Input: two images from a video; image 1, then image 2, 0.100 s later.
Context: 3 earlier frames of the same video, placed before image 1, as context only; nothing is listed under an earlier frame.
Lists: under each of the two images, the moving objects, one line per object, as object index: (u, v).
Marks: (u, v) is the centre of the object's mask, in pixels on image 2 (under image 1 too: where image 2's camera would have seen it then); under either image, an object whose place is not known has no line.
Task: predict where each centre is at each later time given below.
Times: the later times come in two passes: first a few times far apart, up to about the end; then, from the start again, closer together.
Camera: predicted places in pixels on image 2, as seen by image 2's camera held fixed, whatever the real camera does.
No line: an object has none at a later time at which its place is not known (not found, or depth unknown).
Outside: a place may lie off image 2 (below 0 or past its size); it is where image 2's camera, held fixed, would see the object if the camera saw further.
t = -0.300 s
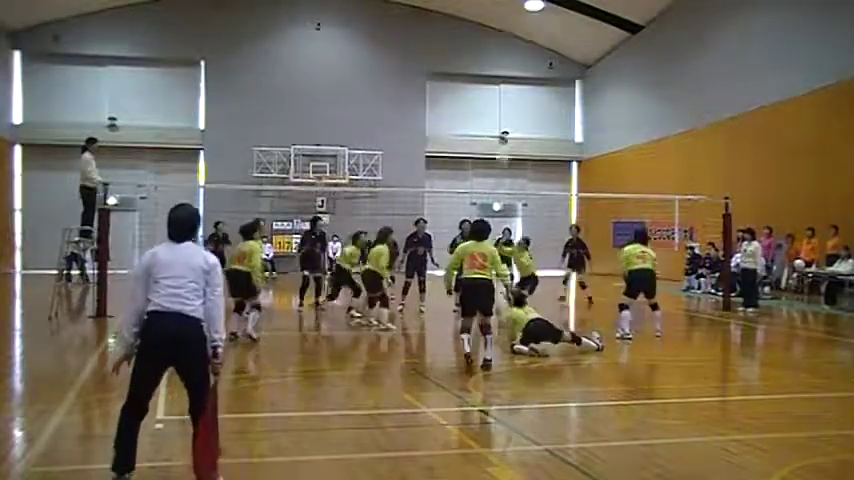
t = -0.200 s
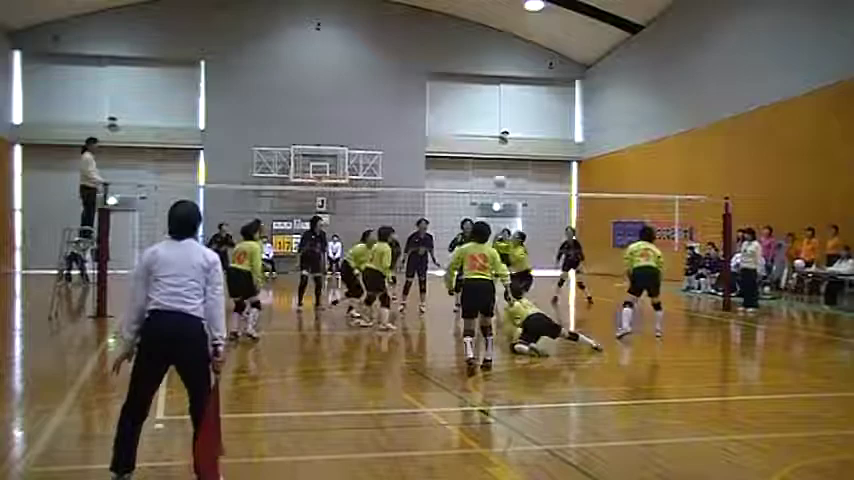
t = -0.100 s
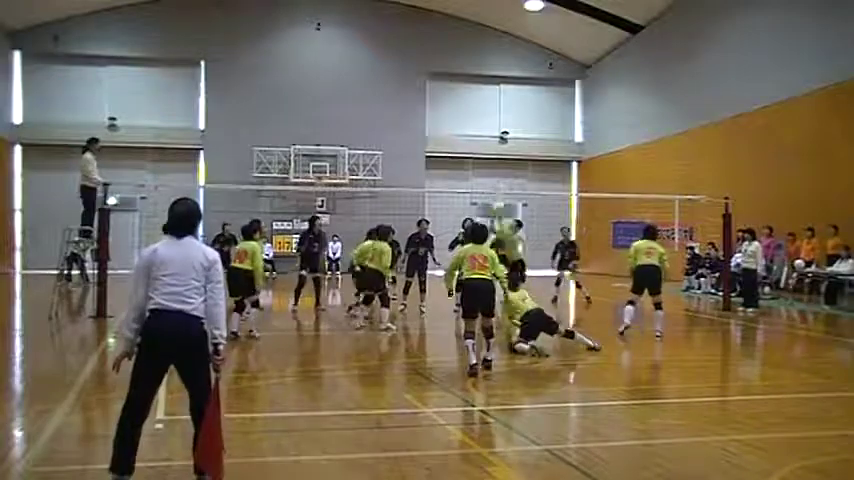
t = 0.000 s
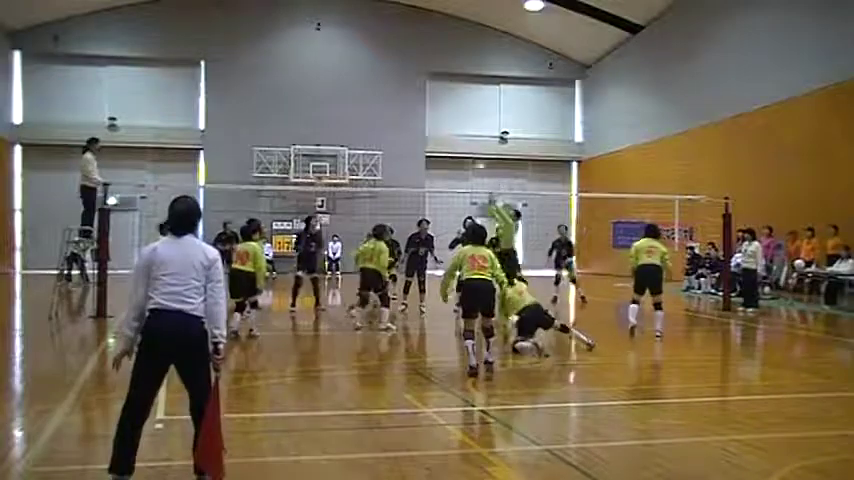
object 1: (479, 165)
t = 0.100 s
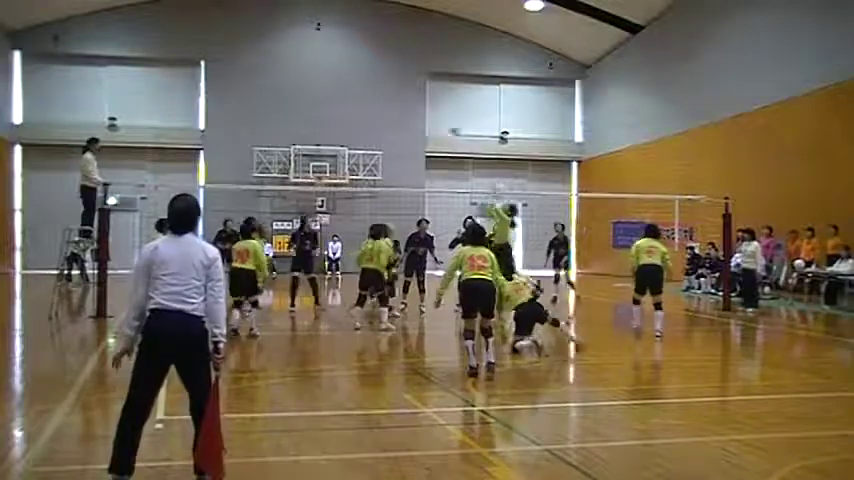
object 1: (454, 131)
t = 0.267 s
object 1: (416, 73)
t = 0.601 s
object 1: (339, 23)
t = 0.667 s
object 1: (323, 23)
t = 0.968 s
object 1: (258, 56)
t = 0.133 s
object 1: (443, 121)
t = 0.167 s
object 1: (439, 103)
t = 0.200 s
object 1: (430, 91)
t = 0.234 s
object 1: (421, 81)
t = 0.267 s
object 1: (416, 73)
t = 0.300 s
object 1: (407, 65)
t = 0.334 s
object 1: (399, 57)
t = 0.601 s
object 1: (339, 23)
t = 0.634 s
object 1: (331, 24)
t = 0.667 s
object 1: (323, 23)
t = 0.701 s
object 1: (314, 24)
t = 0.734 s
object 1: (310, 25)
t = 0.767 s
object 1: (300, 26)
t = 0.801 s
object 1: (295, 29)
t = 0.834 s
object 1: (286, 34)
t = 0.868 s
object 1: (278, 38)
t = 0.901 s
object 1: (271, 43)
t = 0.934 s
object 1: (264, 49)
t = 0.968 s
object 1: (258, 56)
